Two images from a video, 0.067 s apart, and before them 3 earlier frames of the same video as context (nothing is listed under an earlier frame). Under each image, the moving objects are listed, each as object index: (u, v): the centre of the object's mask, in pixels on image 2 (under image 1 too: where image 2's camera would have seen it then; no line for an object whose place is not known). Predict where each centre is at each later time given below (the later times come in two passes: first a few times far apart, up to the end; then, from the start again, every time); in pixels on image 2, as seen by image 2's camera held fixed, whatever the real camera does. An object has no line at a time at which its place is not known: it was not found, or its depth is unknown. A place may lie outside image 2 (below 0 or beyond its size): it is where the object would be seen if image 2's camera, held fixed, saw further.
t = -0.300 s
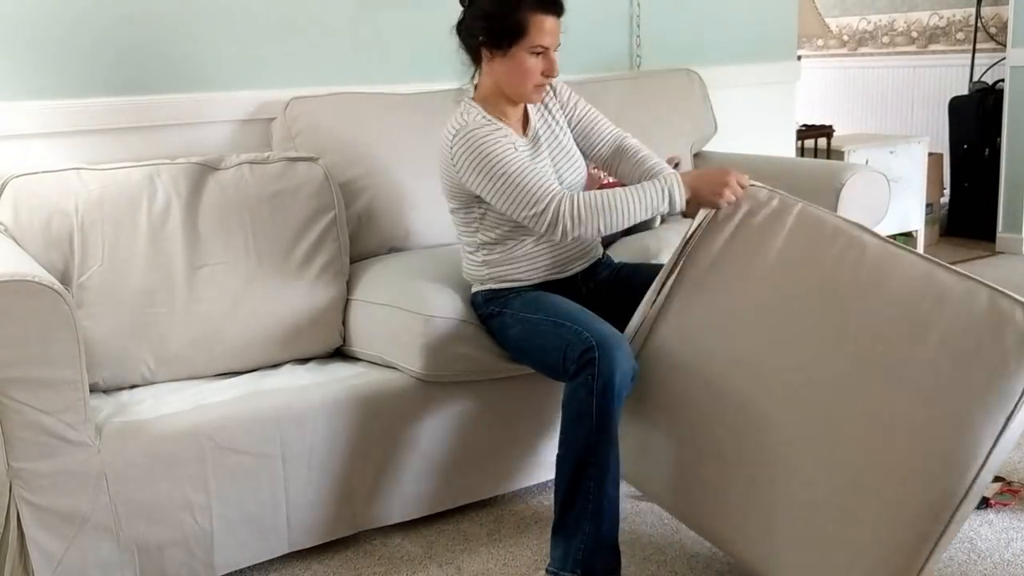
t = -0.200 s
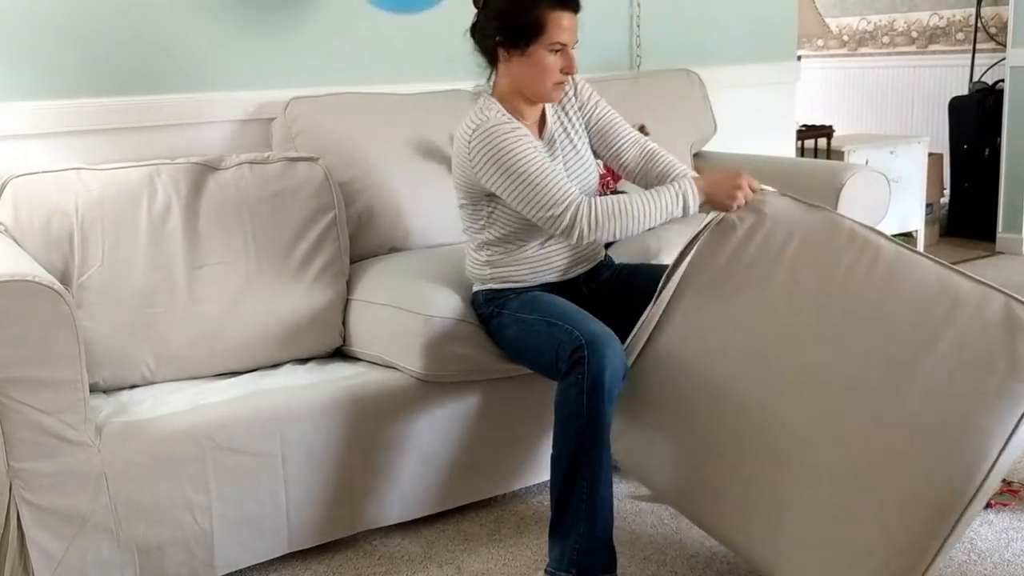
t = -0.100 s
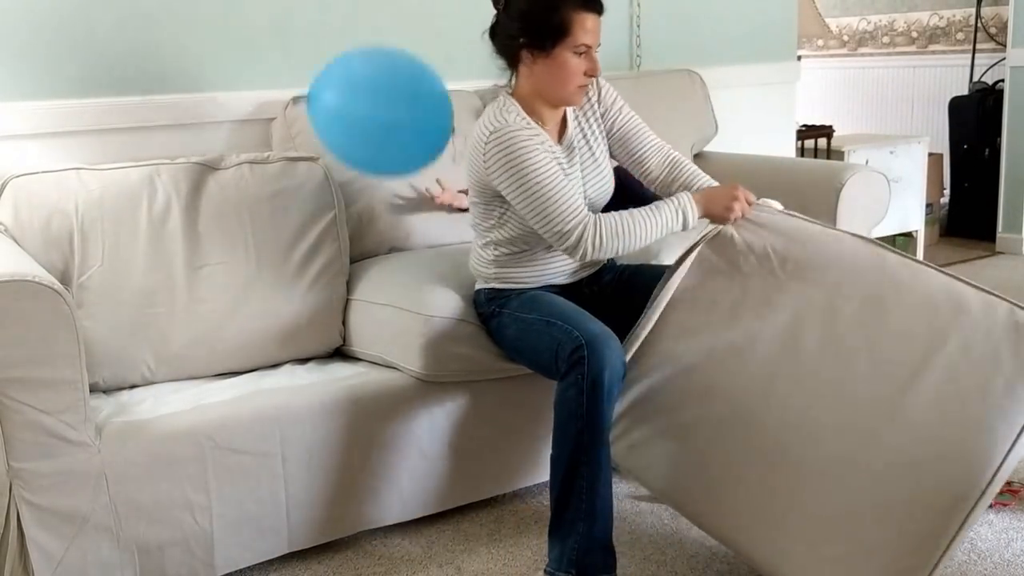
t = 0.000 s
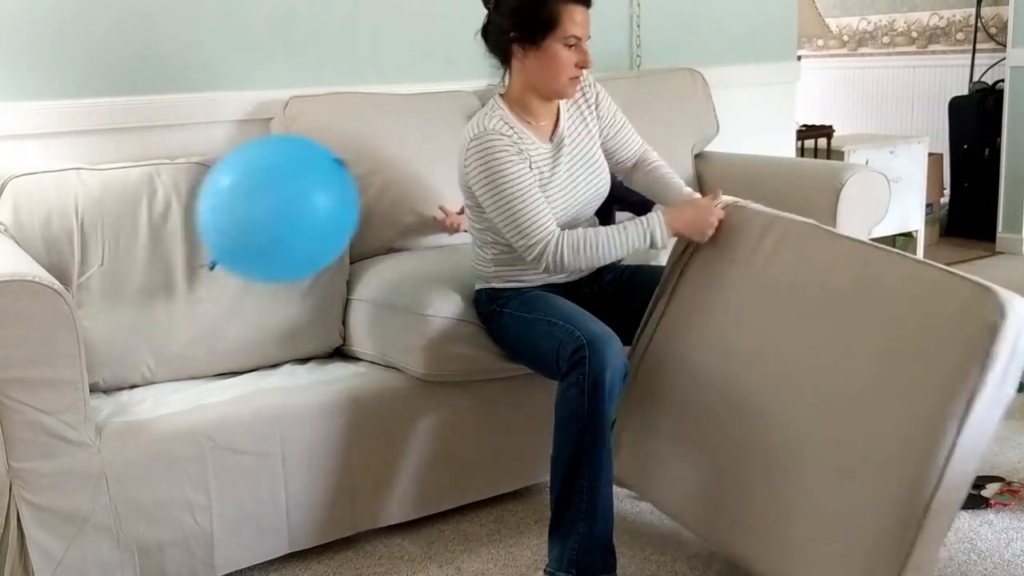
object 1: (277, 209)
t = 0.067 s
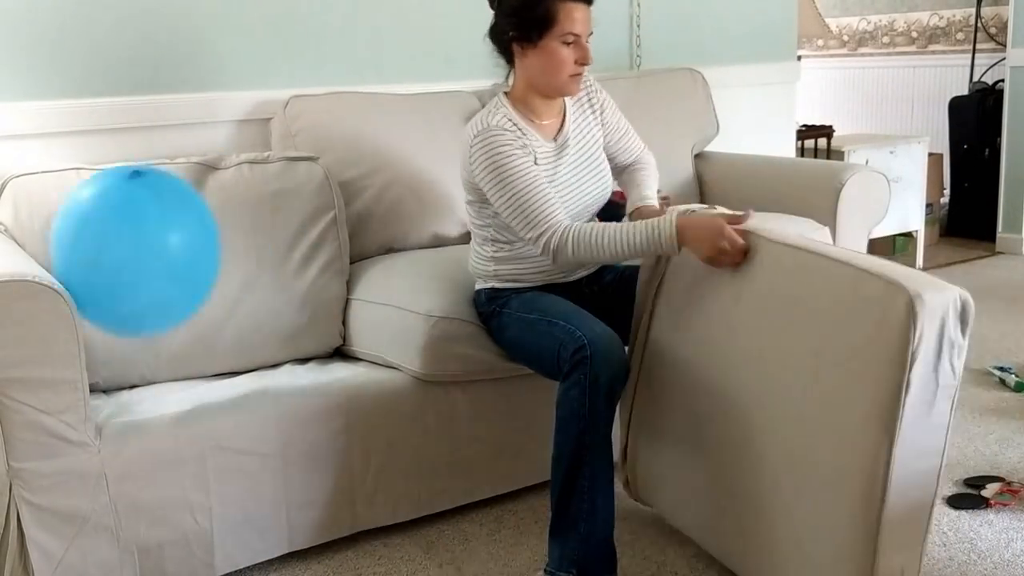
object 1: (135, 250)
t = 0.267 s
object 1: (348, 348)
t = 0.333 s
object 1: (321, 492)
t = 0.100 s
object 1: (184, 233)
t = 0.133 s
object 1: (244, 232)
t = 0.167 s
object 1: (303, 251)
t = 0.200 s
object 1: (359, 286)
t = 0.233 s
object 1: (365, 312)
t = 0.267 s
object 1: (348, 348)
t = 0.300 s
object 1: (332, 409)
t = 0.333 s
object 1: (321, 492)
